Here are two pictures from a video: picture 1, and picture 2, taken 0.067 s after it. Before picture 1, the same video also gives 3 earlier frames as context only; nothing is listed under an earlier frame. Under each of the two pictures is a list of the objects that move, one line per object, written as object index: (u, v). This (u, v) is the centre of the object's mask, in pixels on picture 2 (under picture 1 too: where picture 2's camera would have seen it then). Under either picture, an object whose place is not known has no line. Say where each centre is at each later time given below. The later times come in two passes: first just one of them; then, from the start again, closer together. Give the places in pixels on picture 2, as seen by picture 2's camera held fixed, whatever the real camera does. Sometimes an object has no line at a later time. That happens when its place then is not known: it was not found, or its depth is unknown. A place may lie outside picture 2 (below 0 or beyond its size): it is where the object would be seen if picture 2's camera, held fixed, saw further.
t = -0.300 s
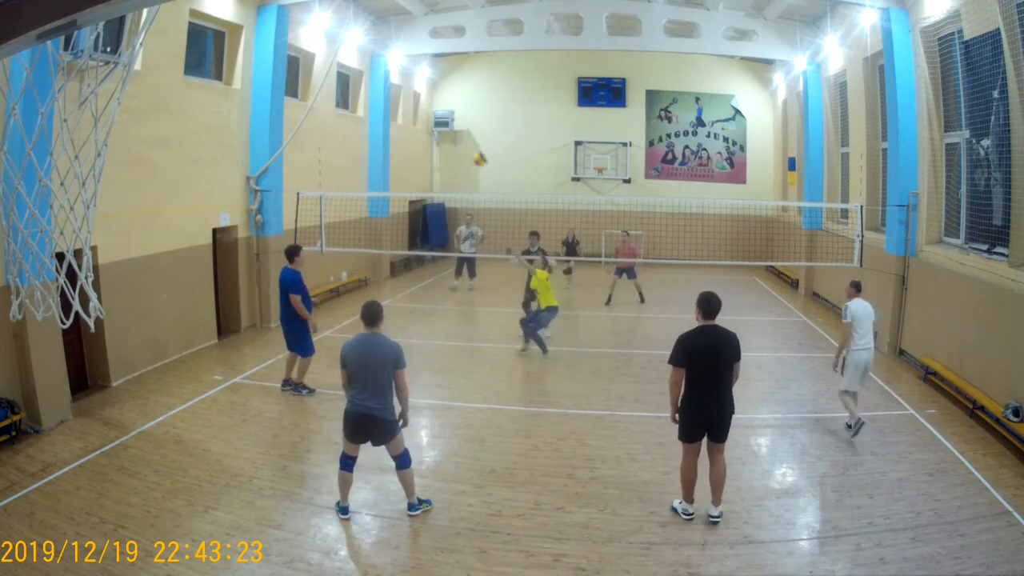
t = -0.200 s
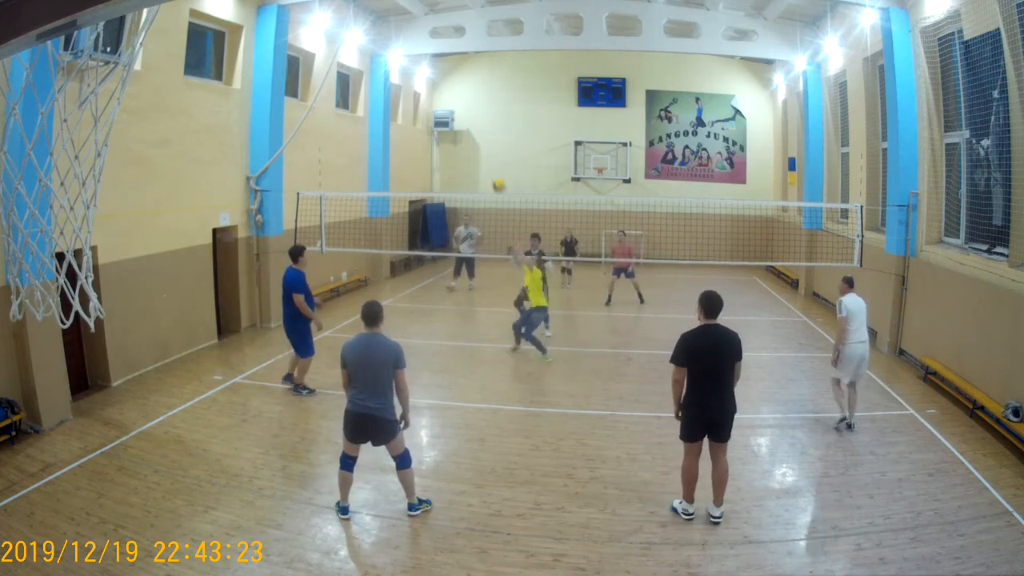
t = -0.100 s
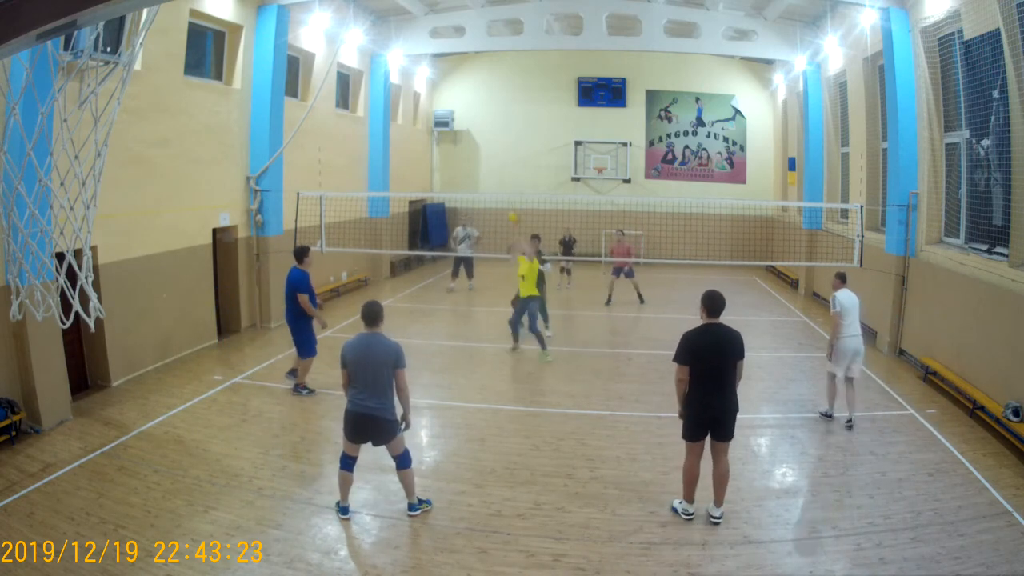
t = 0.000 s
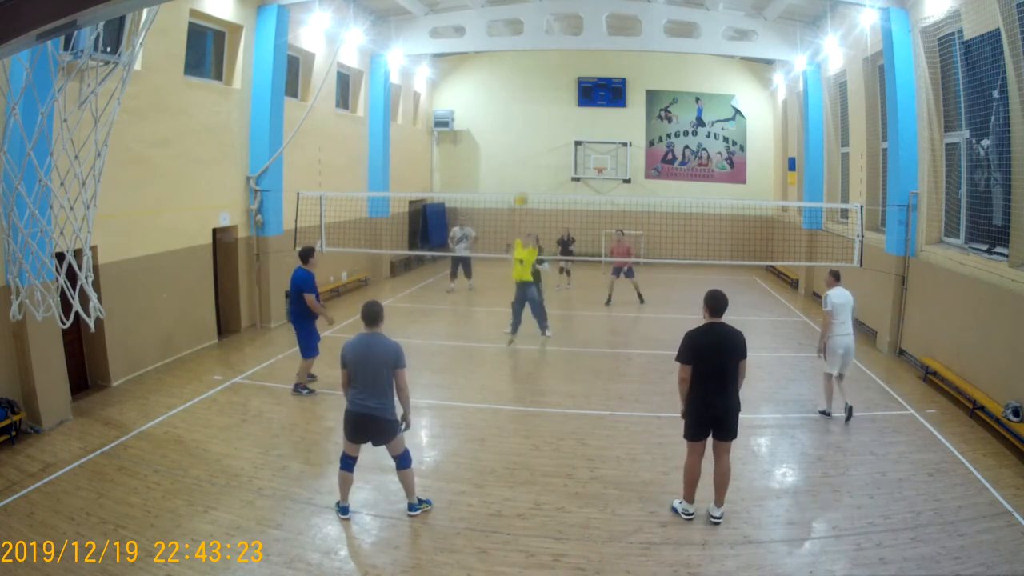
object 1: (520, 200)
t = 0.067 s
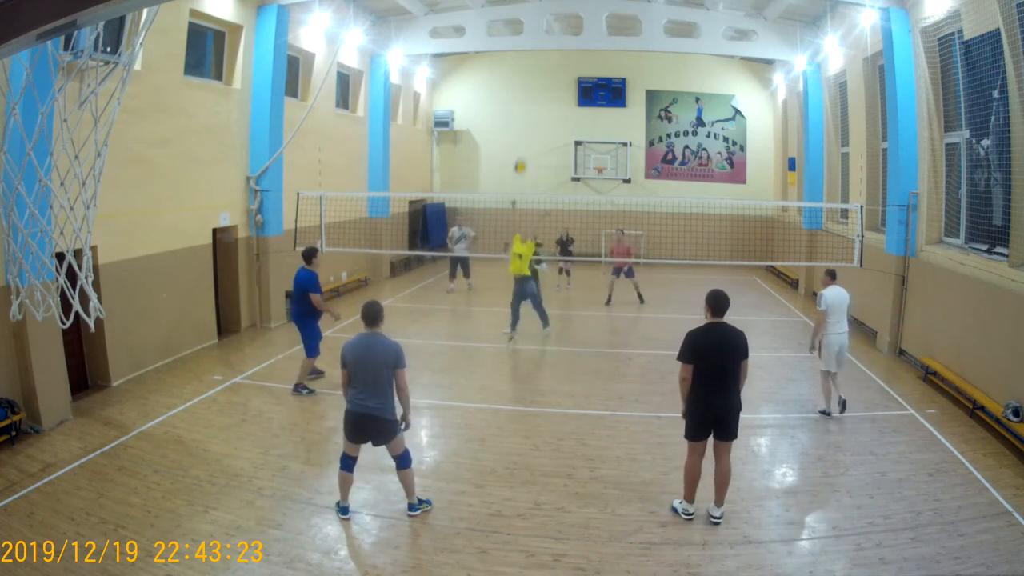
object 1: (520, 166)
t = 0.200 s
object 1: (517, 109)
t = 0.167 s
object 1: (518, 122)
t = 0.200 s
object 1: (517, 109)
